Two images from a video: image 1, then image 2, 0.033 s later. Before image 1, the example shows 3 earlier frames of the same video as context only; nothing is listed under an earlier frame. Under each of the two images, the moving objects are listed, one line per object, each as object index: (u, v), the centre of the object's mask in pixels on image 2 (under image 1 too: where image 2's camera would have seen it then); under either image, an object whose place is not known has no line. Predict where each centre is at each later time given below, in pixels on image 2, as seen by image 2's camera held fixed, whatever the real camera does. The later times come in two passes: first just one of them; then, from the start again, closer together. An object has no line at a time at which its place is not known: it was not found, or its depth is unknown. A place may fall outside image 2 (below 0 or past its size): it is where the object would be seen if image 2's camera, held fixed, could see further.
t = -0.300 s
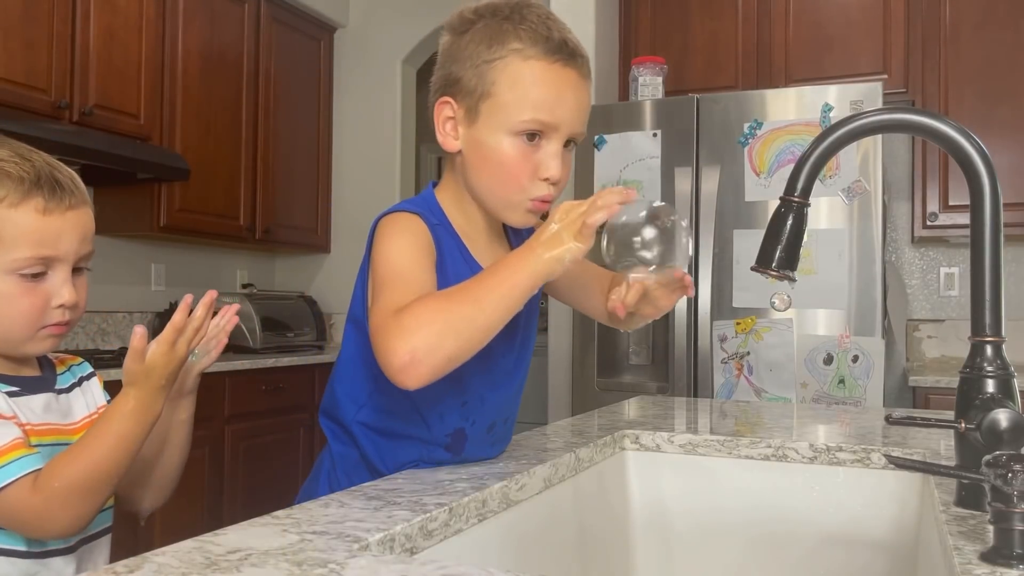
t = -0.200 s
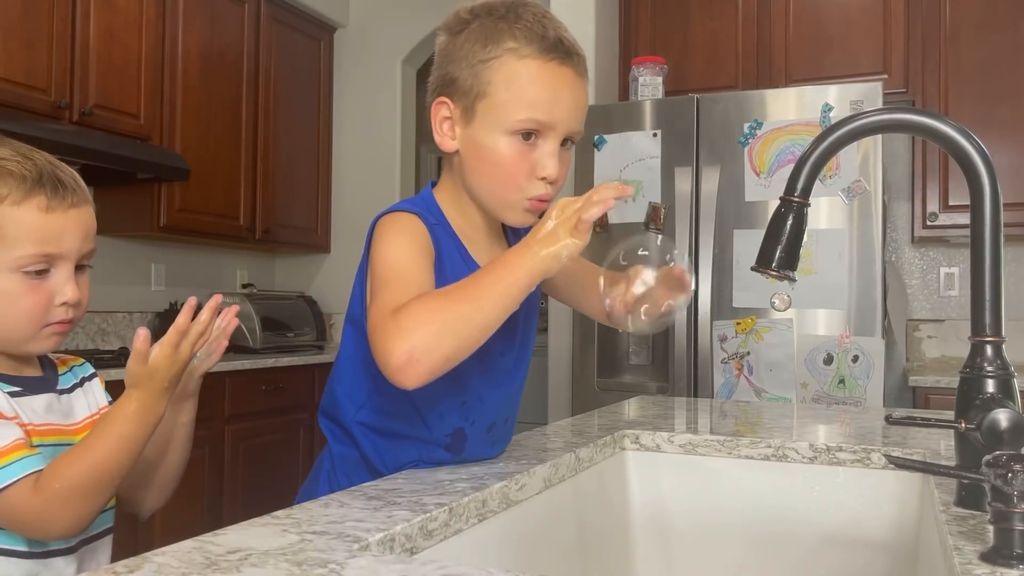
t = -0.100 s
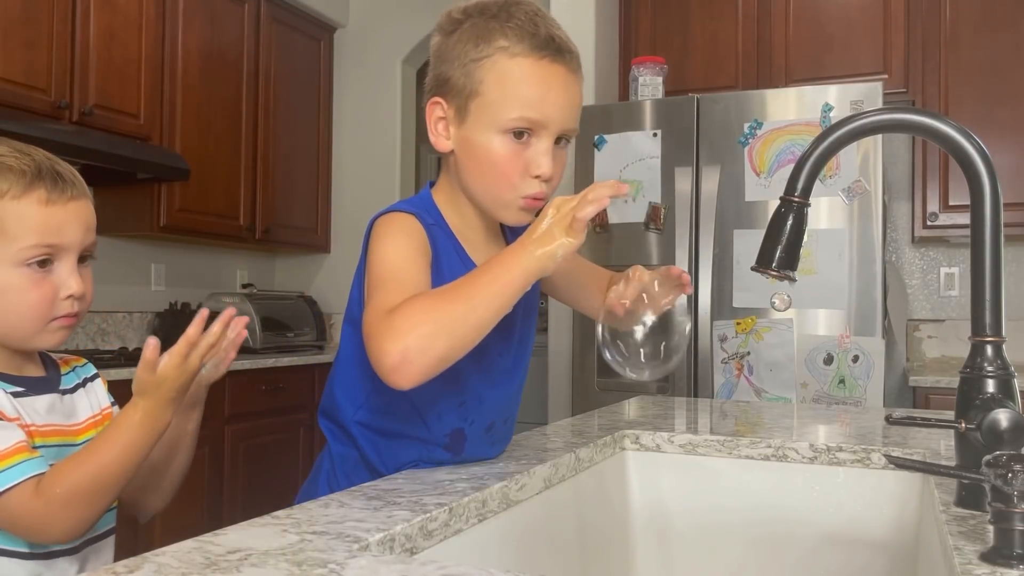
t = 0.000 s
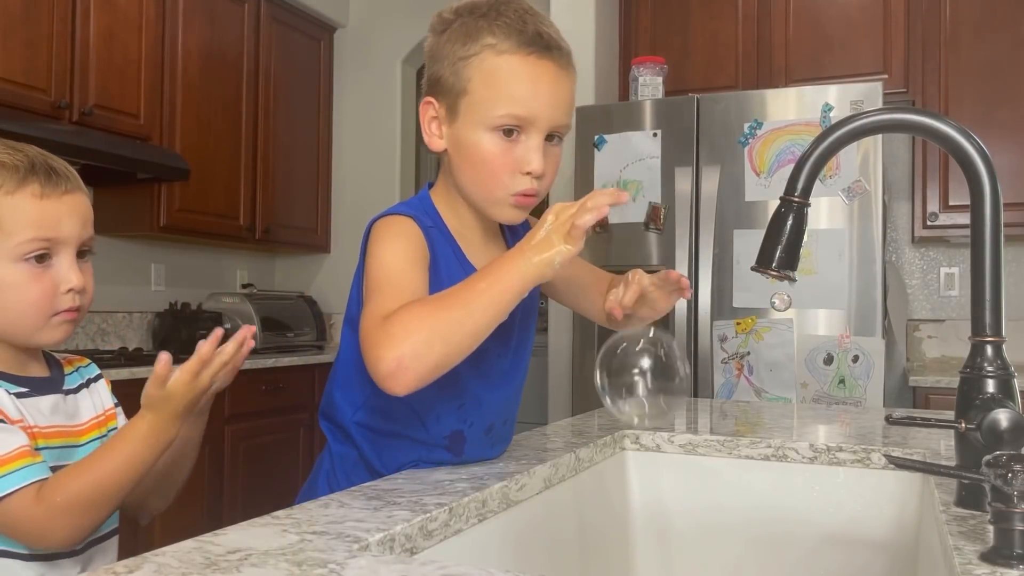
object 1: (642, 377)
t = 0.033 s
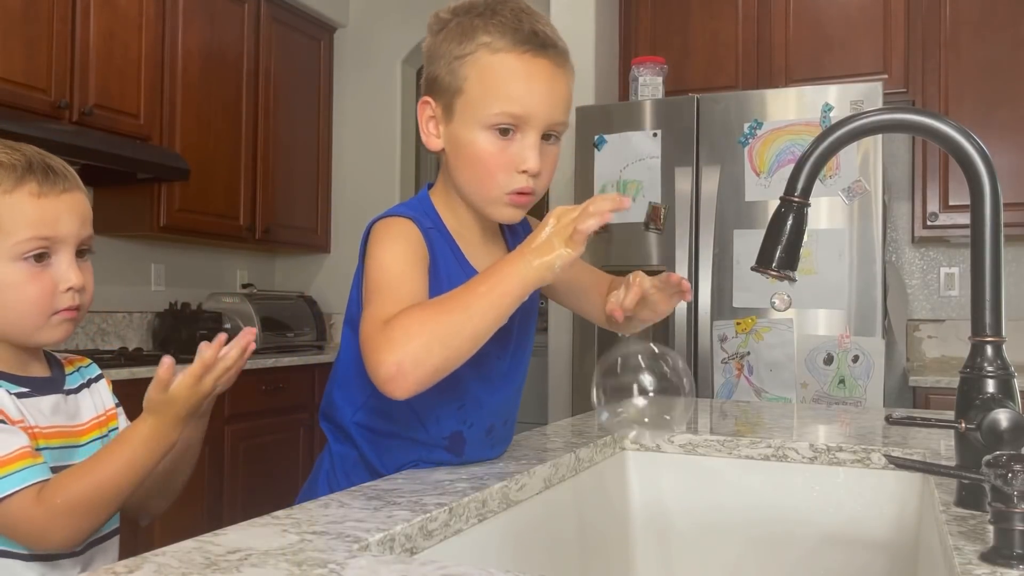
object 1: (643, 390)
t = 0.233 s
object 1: (655, 490)
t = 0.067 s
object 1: (645, 405)
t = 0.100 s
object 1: (646, 422)
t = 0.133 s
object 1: (649, 438)
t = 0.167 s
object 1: (650, 458)
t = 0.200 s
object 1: (653, 475)
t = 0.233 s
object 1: (655, 490)
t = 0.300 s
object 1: (662, 524)
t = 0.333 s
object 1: (664, 535)
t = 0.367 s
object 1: (667, 545)
